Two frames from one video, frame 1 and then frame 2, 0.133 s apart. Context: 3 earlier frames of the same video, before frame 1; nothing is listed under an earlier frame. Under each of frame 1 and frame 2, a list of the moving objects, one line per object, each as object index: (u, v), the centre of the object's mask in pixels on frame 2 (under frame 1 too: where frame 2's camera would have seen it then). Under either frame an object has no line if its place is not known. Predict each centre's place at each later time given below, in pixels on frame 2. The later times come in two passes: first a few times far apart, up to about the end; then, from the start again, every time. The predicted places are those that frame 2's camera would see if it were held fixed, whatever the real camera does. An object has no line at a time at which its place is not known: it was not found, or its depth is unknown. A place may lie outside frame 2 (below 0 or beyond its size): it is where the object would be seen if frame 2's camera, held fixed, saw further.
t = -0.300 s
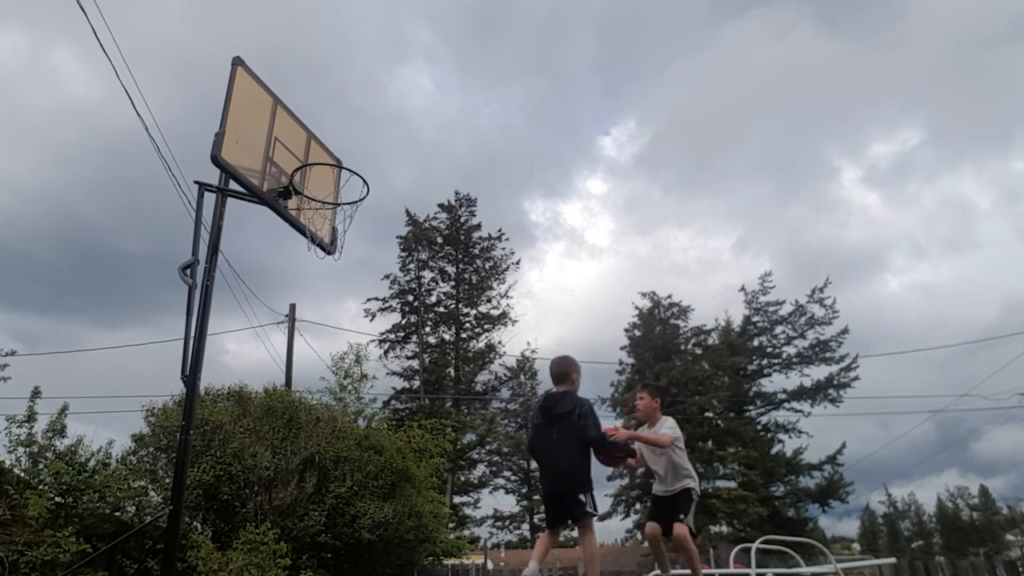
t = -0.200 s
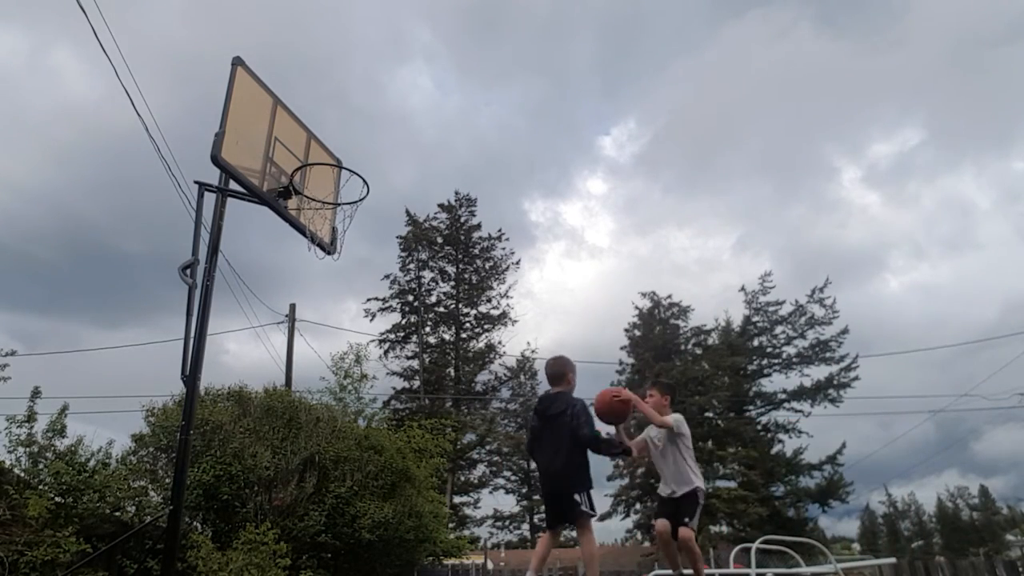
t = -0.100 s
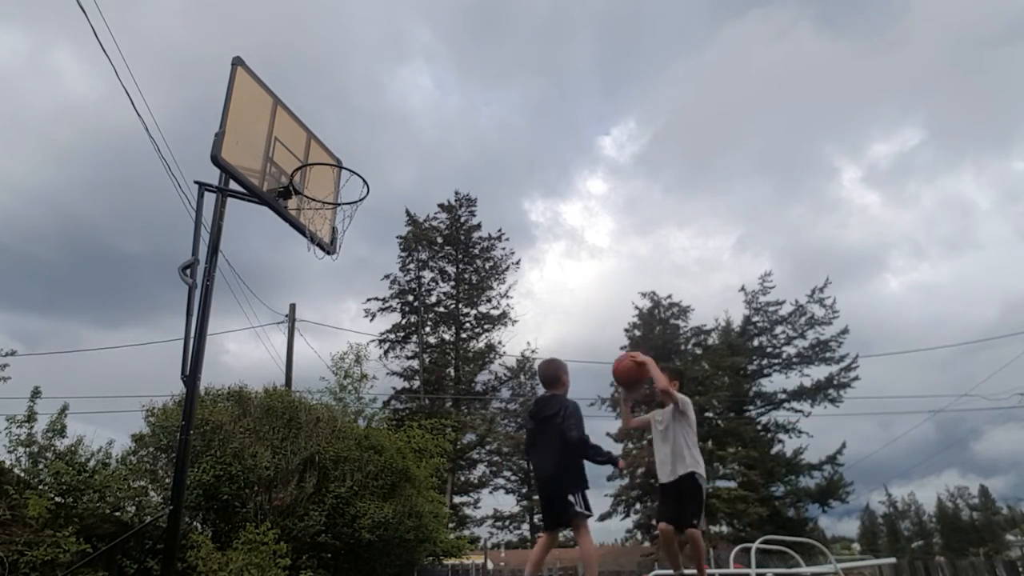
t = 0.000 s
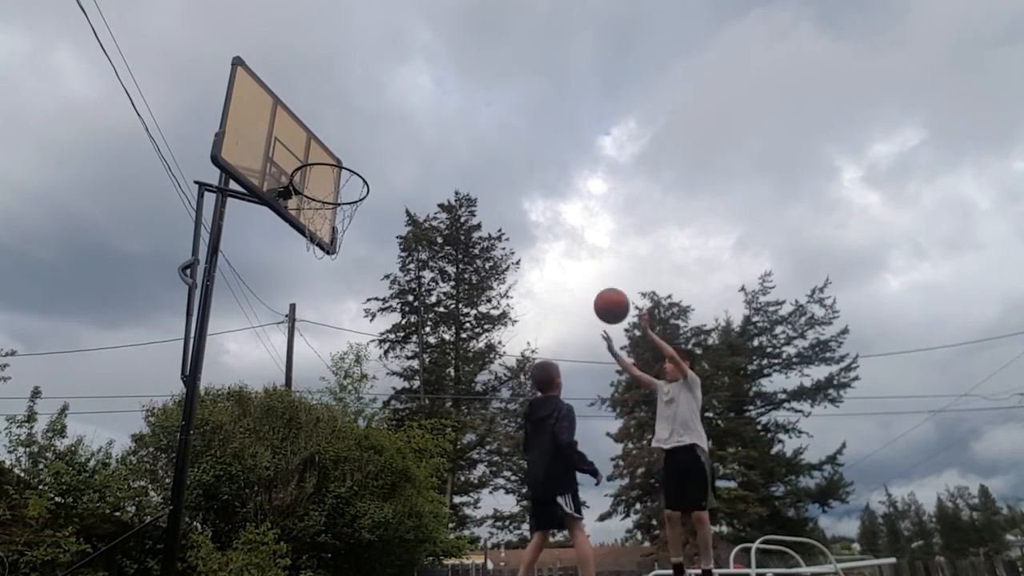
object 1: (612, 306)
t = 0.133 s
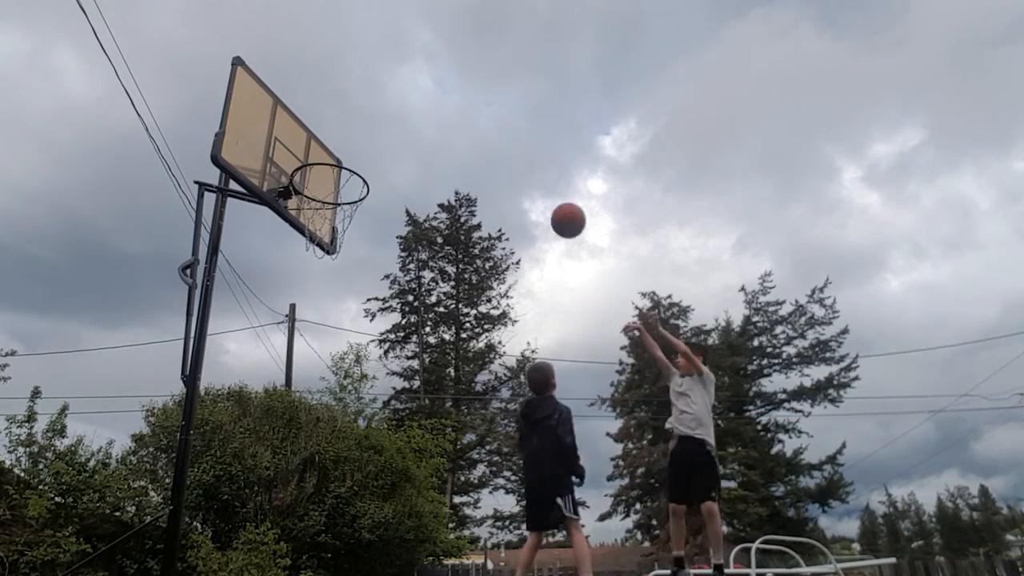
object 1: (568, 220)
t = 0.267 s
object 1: (528, 161)
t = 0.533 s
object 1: (452, 111)
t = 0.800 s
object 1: (368, 152)
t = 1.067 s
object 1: (386, 189)
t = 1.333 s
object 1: (418, 382)
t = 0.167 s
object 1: (558, 203)
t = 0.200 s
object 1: (548, 187)
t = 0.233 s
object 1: (538, 173)
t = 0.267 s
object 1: (528, 161)
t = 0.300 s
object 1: (518, 150)
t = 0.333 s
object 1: (508, 140)
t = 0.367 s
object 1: (499, 132)
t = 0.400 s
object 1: (489, 125)
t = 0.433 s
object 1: (480, 119)
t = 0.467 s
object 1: (471, 115)
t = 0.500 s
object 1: (461, 112)
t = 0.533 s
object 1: (452, 111)
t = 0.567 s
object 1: (442, 111)
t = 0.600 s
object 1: (432, 112)
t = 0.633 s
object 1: (422, 115)
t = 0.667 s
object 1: (412, 119)
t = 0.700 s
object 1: (401, 125)
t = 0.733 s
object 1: (391, 132)
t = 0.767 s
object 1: (380, 141)
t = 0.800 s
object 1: (368, 152)
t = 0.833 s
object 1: (364, 157)
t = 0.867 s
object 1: (367, 156)
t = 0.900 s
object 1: (370, 157)
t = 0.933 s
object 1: (373, 159)
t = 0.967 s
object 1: (376, 164)
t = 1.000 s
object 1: (379, 170)
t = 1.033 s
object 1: (383, 178)
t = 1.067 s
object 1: (386, 189)
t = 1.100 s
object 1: (389, 202)
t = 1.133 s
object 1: (392, 217)
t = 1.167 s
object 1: (397, 235)
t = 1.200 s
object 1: (400, 257)
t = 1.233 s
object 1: (404, 282)
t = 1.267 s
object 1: (408, 311)
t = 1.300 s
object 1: (413, 345)
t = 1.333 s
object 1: (418, 382)
